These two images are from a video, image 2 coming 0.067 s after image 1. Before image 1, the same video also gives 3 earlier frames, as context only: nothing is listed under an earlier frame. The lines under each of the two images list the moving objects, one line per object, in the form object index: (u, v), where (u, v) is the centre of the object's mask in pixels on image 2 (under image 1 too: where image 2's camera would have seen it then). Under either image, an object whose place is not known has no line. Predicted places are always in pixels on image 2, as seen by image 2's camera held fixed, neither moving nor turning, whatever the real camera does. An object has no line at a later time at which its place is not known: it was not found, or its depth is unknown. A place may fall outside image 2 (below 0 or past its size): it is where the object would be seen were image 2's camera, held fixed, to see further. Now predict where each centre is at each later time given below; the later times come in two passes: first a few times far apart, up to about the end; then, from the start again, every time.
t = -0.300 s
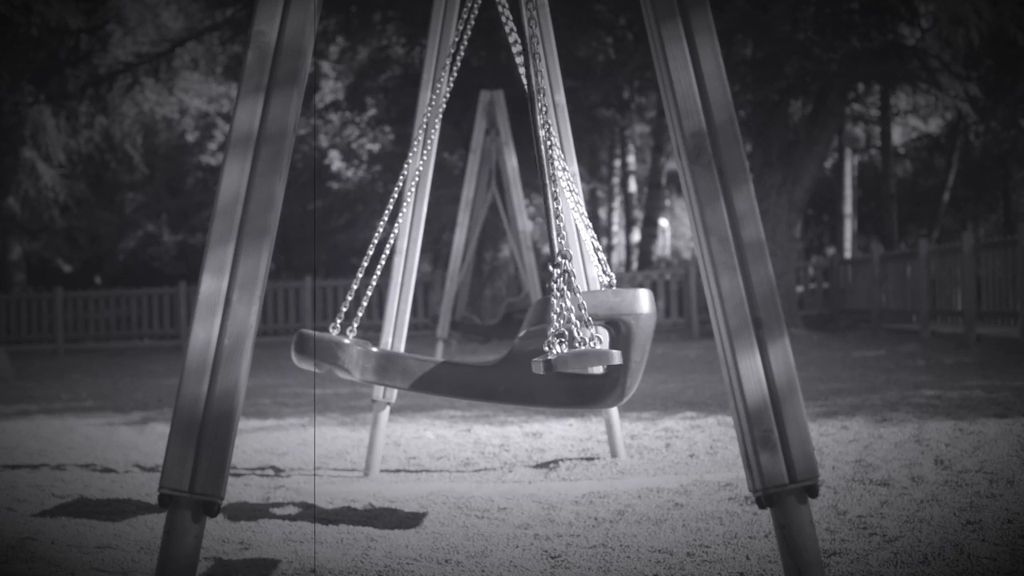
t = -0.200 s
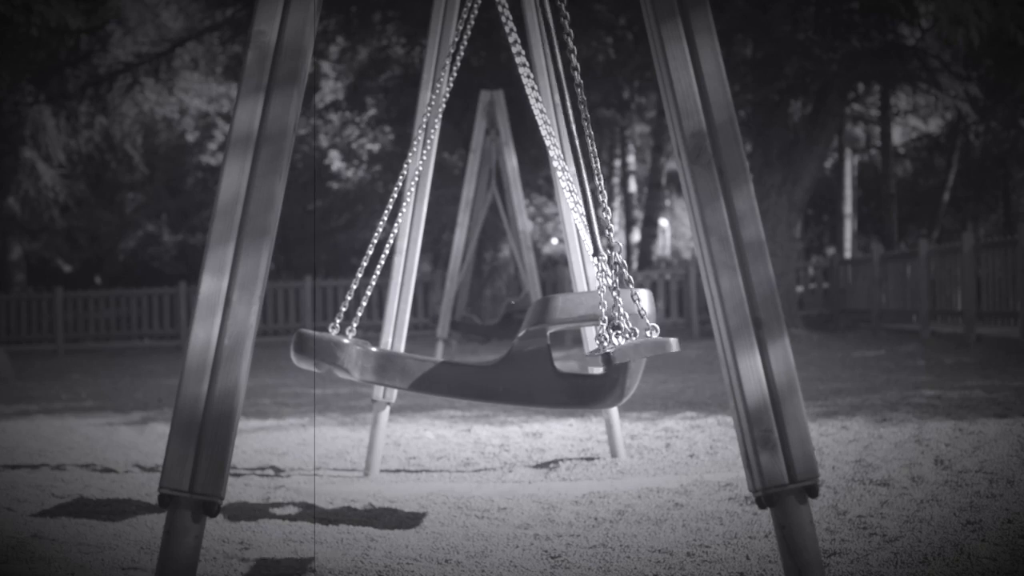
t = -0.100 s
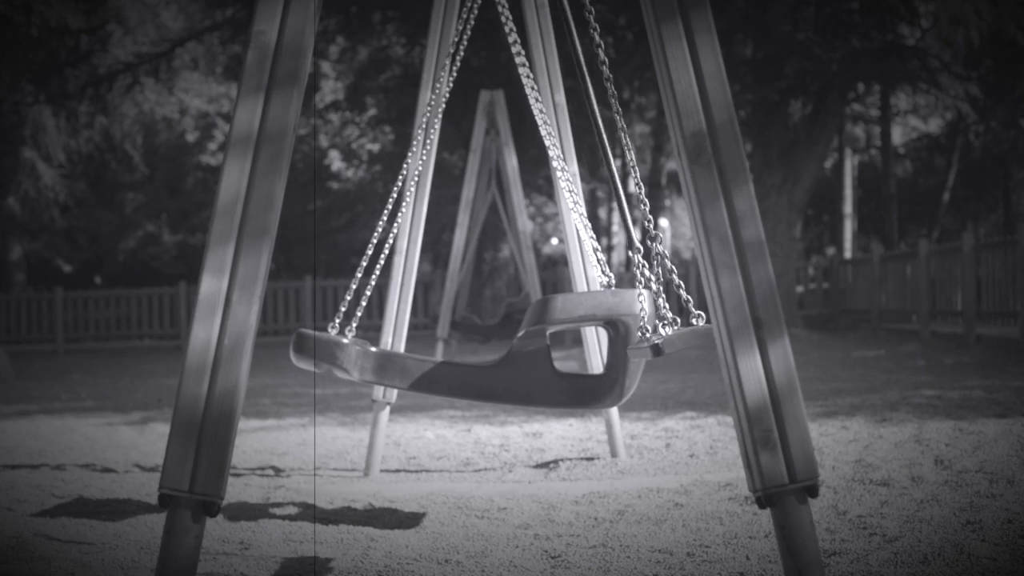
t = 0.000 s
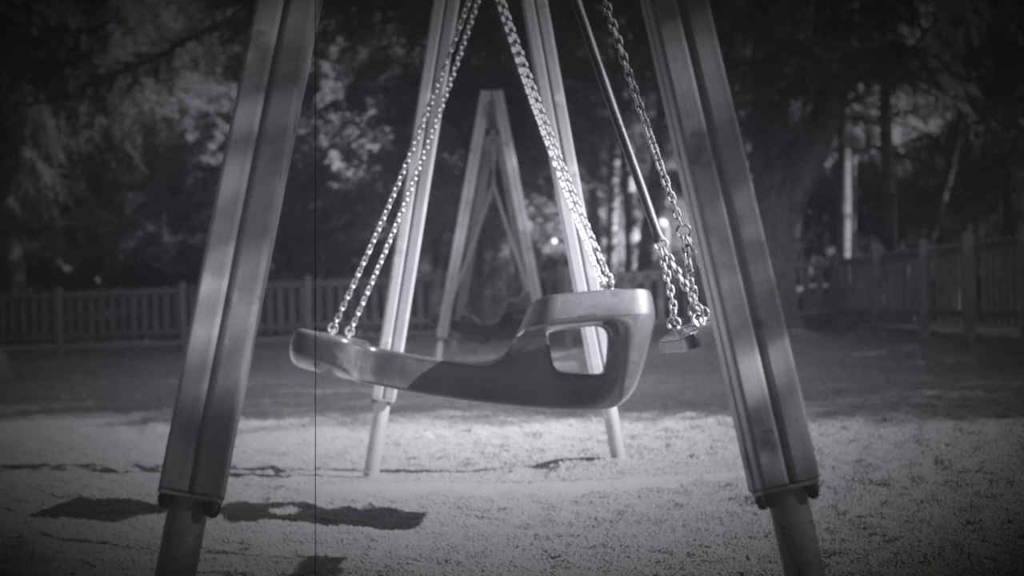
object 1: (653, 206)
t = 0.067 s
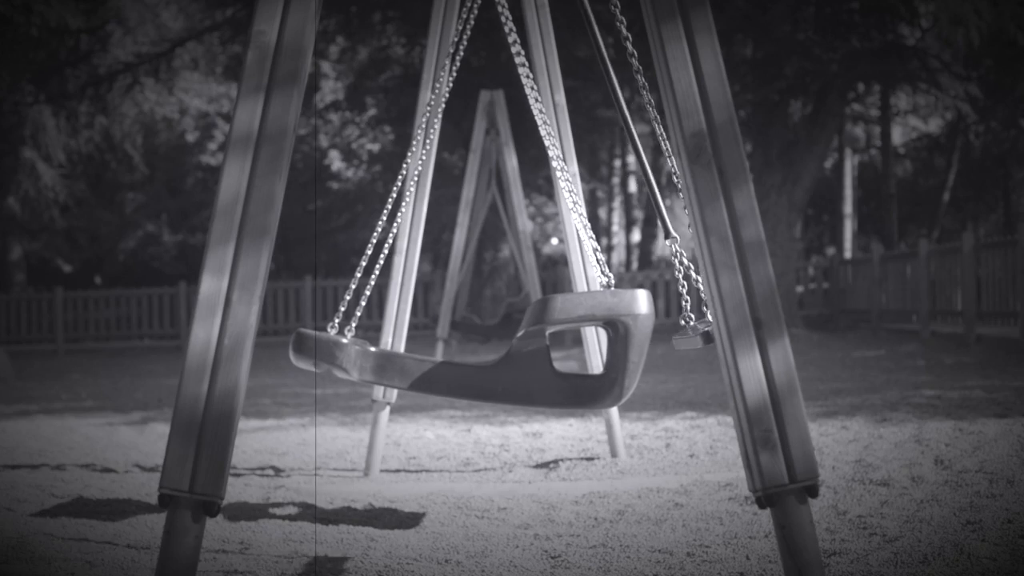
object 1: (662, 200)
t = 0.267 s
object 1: (660, 191)
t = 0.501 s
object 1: (627, 238)
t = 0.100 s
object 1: (659, 182)
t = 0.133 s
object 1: (658, 175)
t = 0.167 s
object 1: (657, 172)
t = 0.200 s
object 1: (657, 171)
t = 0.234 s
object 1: (658, 176)
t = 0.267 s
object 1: (660, 191)
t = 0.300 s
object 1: (660, 200)
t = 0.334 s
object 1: (657, 206)
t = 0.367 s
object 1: (653, 214)
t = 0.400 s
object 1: (646, 220)
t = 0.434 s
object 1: (640, 231)
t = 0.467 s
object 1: (640, 232)
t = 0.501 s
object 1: (627, 238)
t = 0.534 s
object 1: (615, 242)
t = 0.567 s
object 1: (598, 240)
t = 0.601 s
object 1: (584, 243)
